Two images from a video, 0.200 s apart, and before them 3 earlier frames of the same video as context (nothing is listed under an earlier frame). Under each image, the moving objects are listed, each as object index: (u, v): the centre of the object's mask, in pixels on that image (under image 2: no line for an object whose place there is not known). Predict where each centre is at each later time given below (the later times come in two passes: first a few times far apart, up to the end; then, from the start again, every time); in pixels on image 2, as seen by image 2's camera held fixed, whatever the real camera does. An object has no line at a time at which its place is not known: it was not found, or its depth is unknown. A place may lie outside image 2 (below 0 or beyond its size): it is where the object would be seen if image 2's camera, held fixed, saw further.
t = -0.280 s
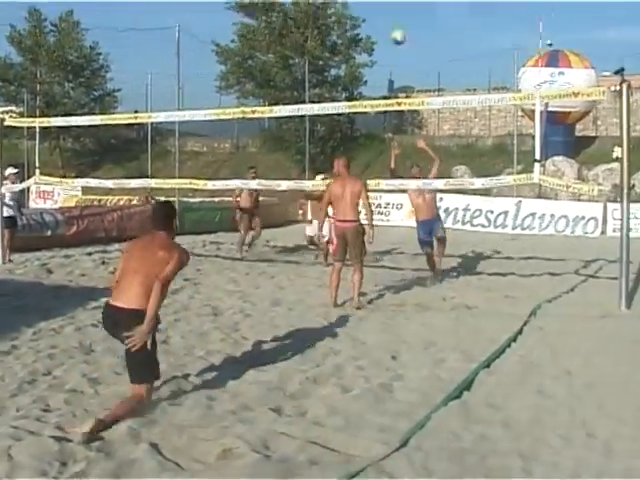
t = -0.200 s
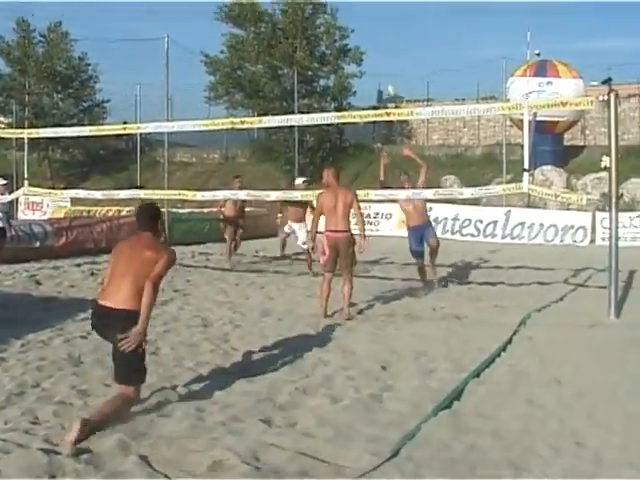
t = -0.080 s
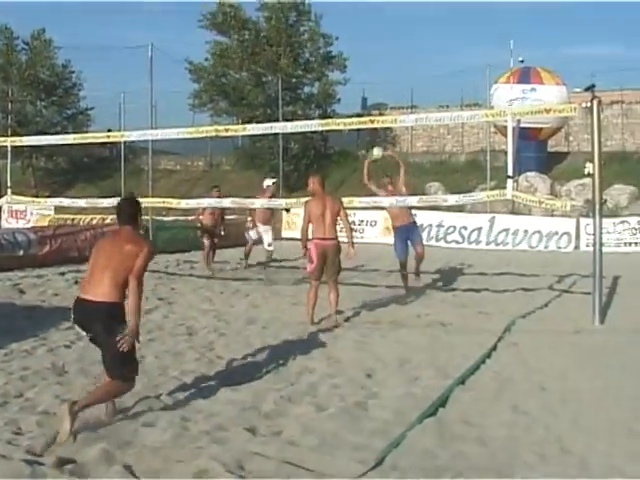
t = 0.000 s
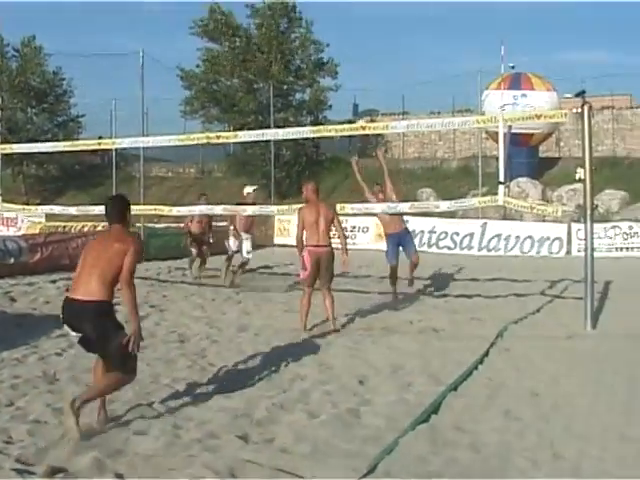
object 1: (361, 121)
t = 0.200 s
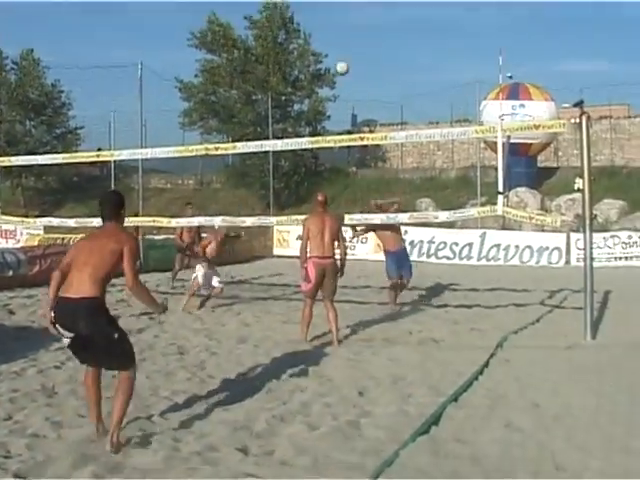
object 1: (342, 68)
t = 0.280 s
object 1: (335, 49)
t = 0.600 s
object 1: (311, 14)
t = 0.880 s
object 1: (291, 35)
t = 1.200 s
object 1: (271, 115)
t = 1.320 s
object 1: (263, 159)
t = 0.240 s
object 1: (338, 58)
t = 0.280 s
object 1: (335, 49)
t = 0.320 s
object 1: (331, 41)
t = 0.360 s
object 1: (328, 34)
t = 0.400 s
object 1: (325, 28)
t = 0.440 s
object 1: (322, 23)
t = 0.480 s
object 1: (320, 19)
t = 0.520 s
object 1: (317, 17)
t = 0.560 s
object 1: (314, 16)
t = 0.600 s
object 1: (311, 14)
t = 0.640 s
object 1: (308, 15)
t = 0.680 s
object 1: (305, 16)
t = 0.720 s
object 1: (302, 18)
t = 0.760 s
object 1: (300, 21)
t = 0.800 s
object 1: (297, 24)
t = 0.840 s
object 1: (294, 29)
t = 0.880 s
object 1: (291, 35)
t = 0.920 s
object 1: (288, 41)
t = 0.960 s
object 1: (285, 49)
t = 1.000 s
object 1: (282, 57)
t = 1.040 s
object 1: (280, 67)
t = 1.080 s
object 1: (277, 77)
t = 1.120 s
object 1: (275, 88)
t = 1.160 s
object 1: (273, 101)
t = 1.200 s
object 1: (271, 115)
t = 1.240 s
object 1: (268, 129)
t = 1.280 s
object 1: (266, 140)
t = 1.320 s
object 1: (263, 159)
